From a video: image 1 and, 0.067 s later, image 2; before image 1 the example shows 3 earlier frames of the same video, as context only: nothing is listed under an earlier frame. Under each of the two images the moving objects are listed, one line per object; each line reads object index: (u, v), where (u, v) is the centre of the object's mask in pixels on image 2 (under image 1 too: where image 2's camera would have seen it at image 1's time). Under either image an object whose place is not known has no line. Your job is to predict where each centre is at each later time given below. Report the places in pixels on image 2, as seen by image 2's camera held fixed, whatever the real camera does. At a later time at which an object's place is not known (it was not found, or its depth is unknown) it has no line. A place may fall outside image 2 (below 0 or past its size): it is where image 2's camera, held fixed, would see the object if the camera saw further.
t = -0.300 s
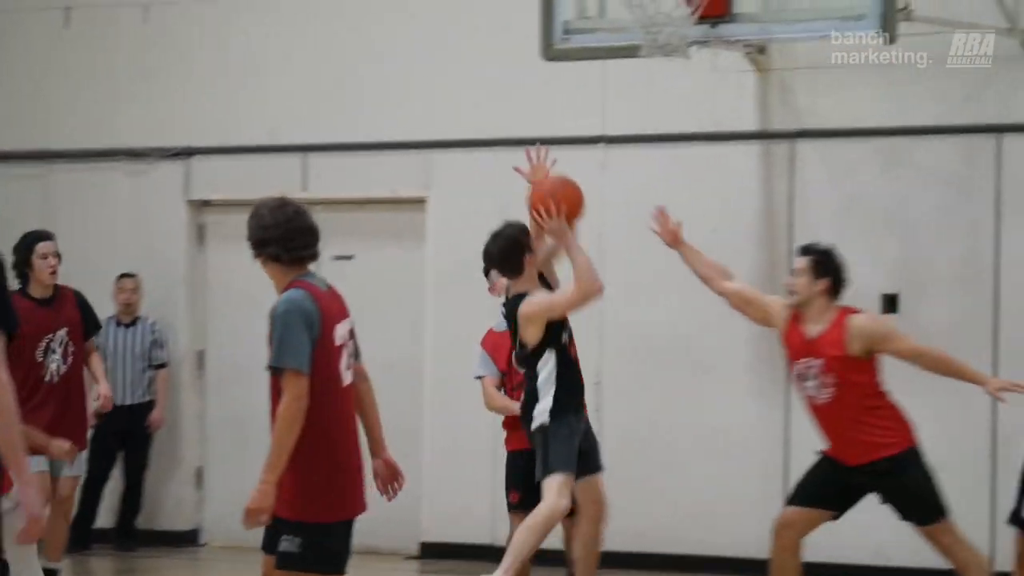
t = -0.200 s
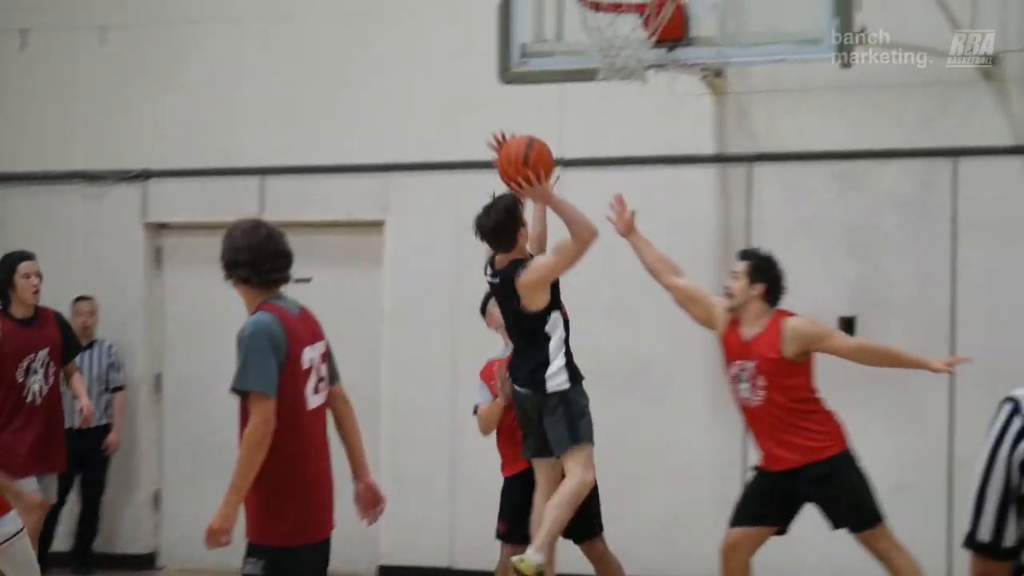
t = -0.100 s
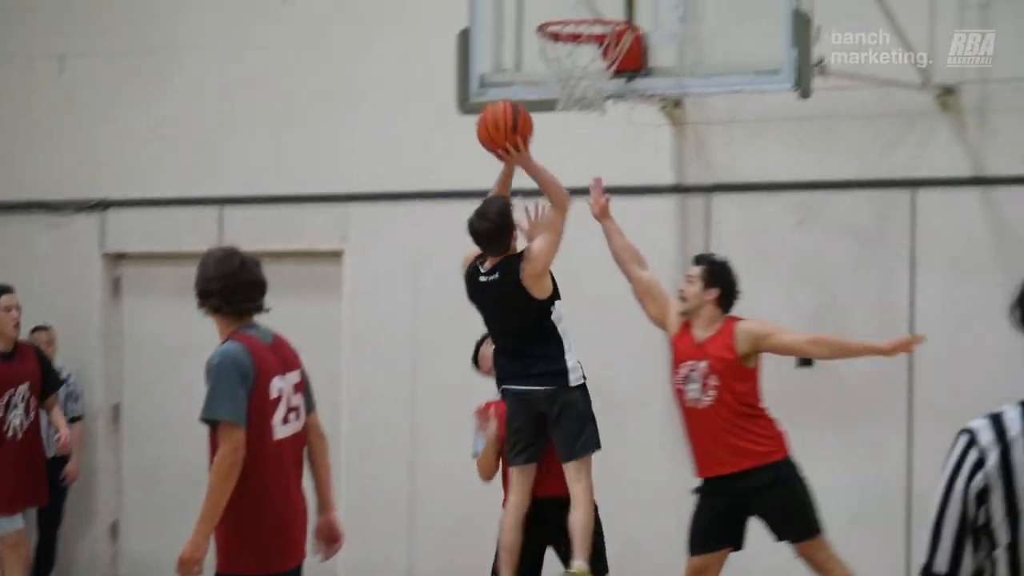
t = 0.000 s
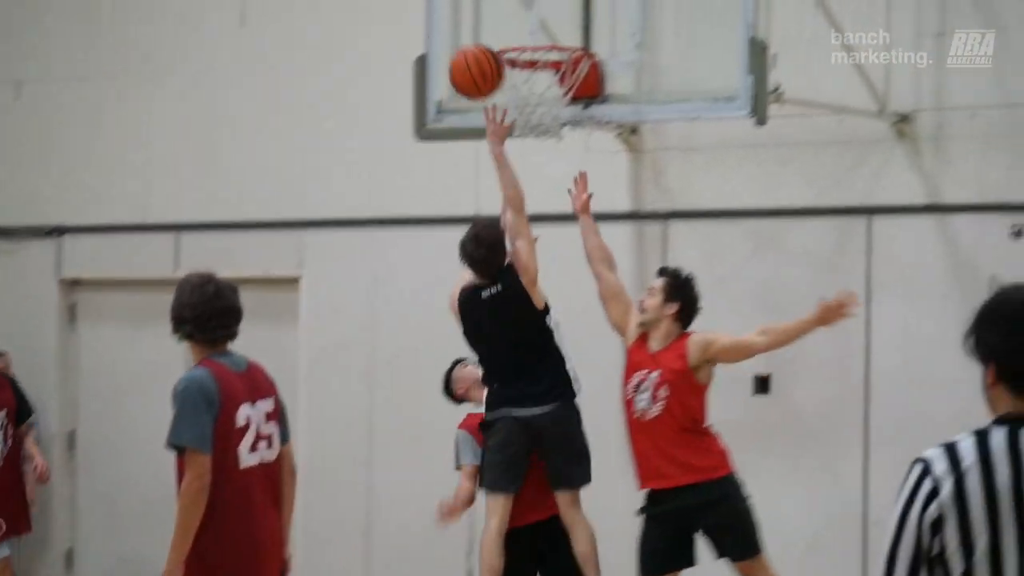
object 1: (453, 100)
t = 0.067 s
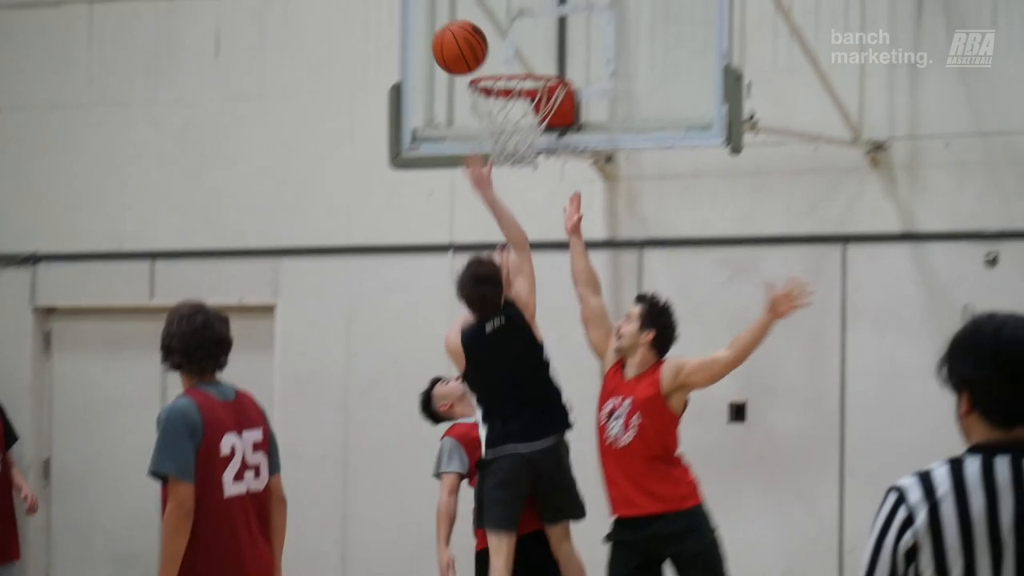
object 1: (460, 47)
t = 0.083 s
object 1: (461, 36)
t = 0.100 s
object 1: (463, 26)
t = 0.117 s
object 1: (465, 17)
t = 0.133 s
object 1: (466, 8)
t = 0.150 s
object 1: (468, 1)
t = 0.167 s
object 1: (470, -5)
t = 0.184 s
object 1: (471, -10)
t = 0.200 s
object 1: (473, -15)
